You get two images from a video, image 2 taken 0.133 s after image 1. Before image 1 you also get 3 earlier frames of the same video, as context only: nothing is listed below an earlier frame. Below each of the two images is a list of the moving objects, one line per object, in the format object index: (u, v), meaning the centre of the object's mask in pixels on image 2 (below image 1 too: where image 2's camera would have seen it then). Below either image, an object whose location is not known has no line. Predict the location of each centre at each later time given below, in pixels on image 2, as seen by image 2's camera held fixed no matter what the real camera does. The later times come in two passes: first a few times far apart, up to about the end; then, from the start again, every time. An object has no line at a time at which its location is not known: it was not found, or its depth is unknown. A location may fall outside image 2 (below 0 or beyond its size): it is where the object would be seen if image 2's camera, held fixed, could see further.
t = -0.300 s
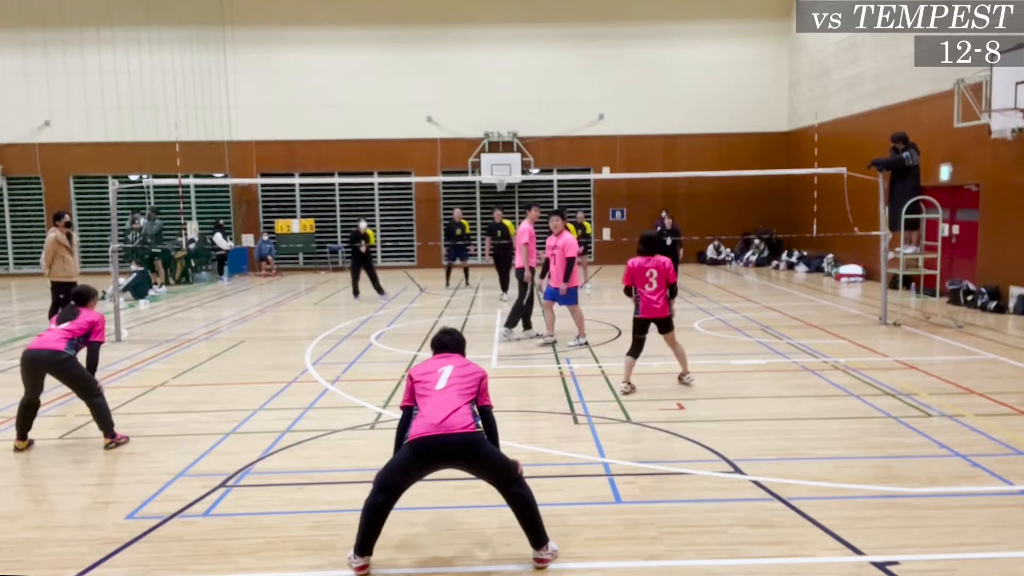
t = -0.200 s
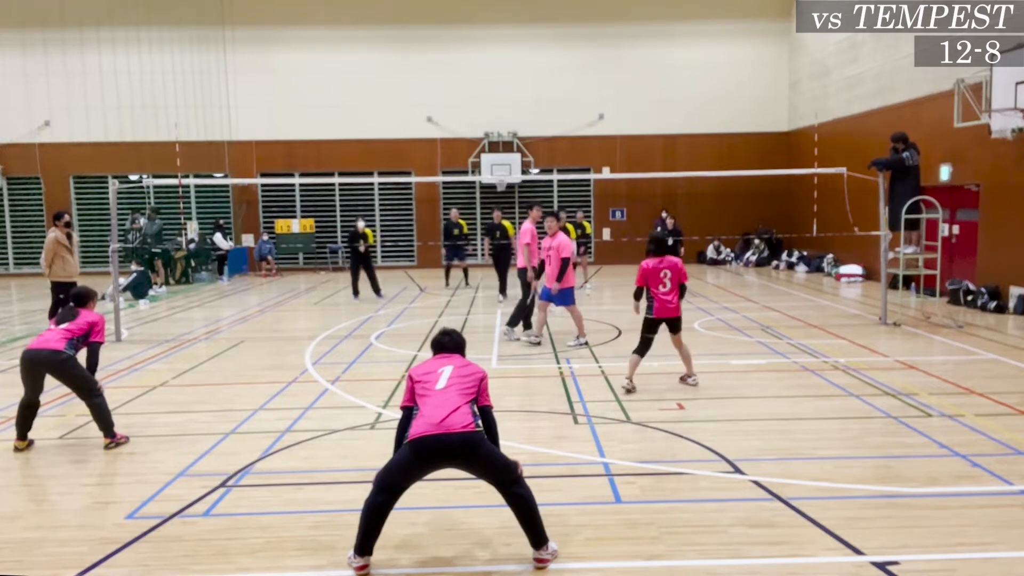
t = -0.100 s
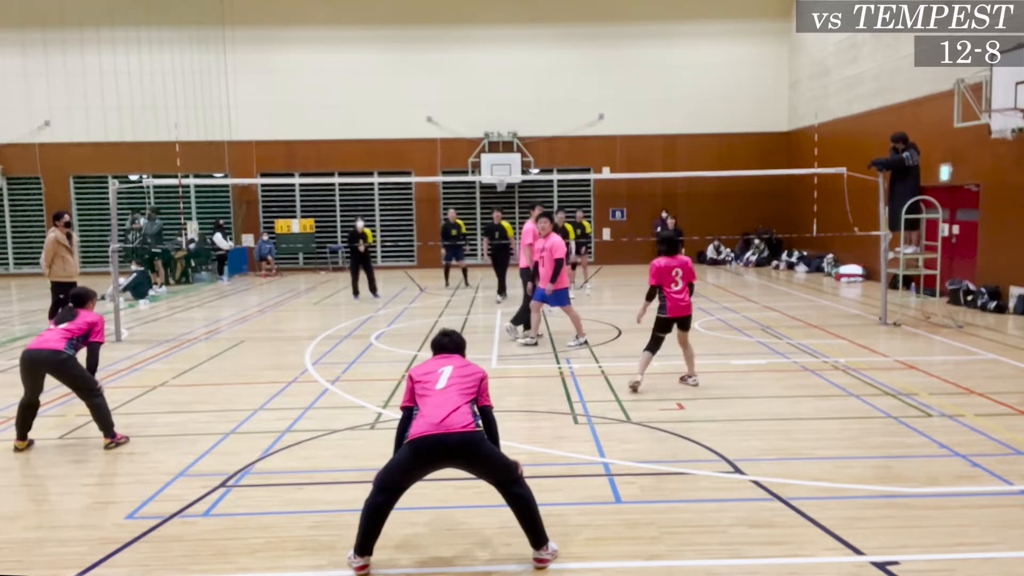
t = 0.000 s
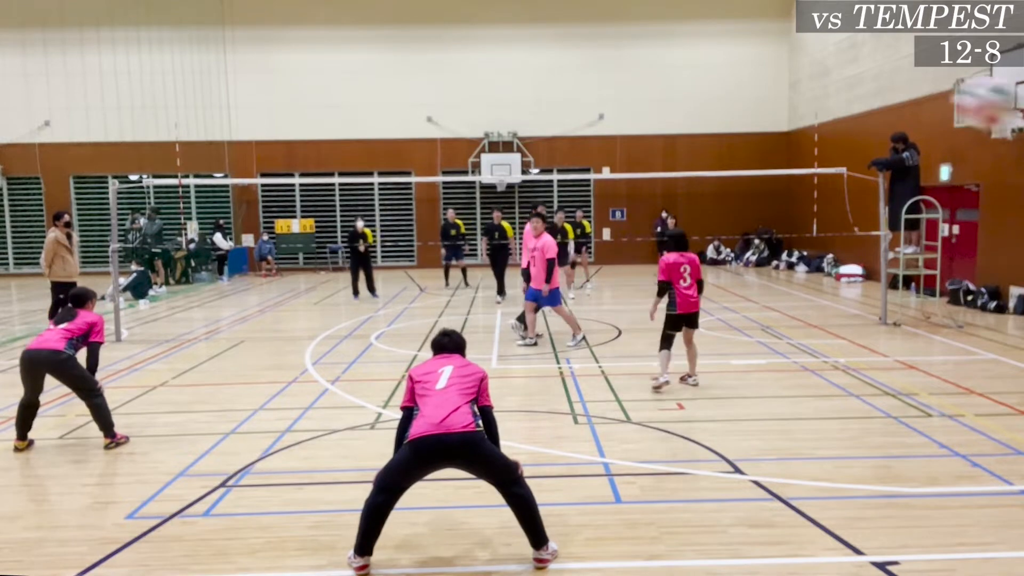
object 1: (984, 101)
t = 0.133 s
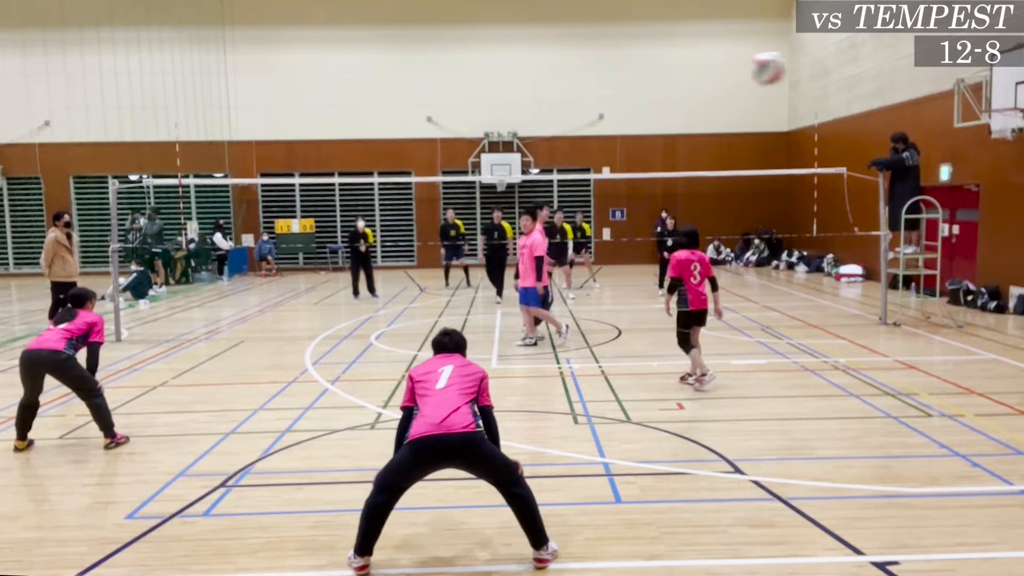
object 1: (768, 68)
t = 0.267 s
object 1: (664, 78)
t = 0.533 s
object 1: (563, 137)
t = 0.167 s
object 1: (737, 67)
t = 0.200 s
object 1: (708, 69)
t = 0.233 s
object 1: (684, 71)
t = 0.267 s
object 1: (664, 78)
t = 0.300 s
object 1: (647, 86)
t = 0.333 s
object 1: (631, 92)
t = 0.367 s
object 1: (616, 97)
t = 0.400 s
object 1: (604, 105)
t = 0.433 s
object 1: (591, 111)
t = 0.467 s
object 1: (582, 120)
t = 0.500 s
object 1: (573, 128)
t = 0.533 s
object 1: (563, 137)
